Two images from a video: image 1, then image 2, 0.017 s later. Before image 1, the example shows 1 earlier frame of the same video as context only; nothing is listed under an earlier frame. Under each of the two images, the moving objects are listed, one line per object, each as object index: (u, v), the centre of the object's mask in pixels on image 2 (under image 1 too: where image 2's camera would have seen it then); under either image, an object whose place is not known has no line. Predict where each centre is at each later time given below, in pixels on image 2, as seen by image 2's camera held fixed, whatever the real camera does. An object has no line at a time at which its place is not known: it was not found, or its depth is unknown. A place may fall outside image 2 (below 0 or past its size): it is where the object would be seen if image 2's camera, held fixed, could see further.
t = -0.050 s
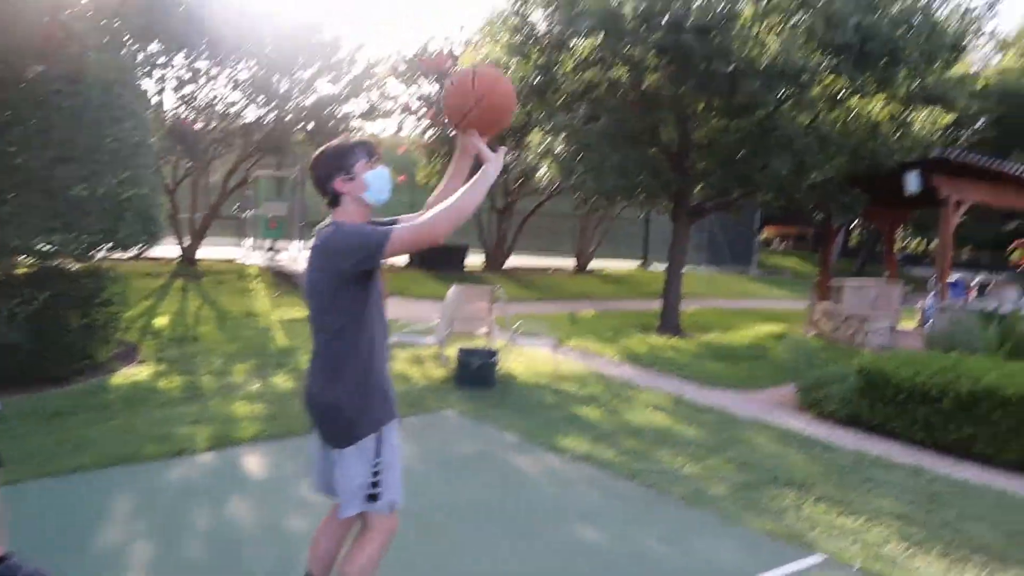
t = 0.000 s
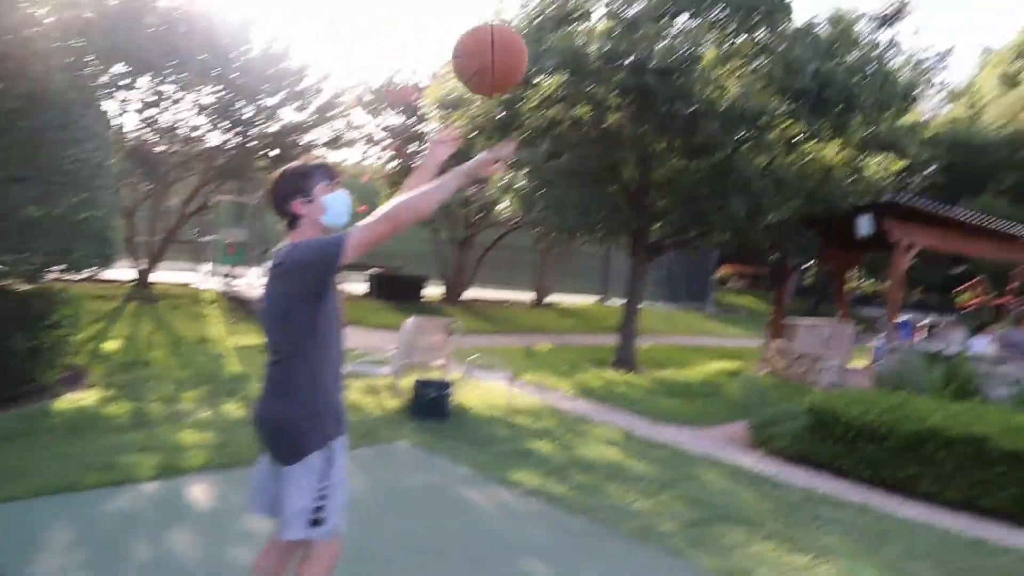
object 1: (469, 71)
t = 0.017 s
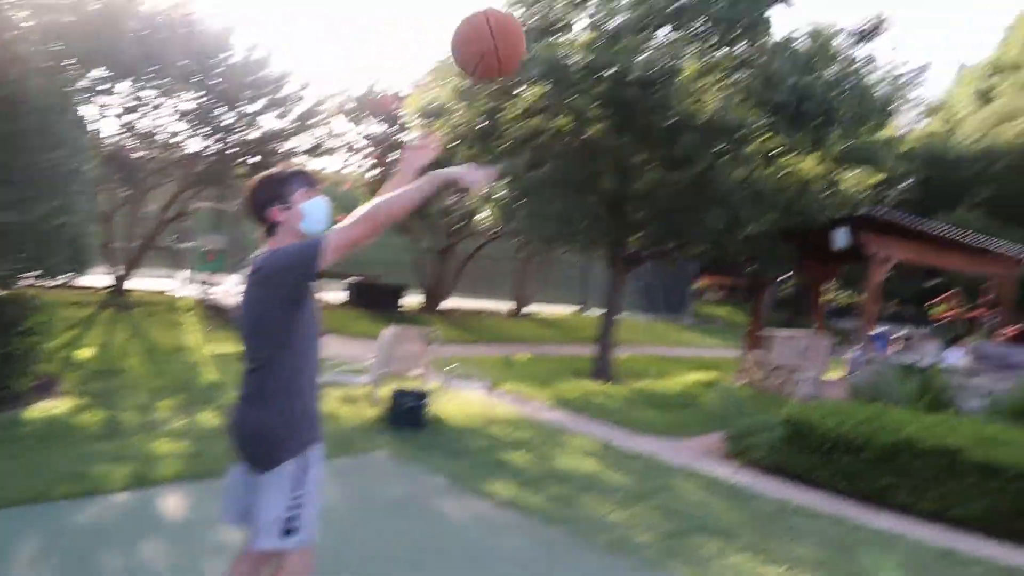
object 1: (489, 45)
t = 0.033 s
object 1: (507, 21)
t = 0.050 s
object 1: (524, 0)
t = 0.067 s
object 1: (542, -20)
